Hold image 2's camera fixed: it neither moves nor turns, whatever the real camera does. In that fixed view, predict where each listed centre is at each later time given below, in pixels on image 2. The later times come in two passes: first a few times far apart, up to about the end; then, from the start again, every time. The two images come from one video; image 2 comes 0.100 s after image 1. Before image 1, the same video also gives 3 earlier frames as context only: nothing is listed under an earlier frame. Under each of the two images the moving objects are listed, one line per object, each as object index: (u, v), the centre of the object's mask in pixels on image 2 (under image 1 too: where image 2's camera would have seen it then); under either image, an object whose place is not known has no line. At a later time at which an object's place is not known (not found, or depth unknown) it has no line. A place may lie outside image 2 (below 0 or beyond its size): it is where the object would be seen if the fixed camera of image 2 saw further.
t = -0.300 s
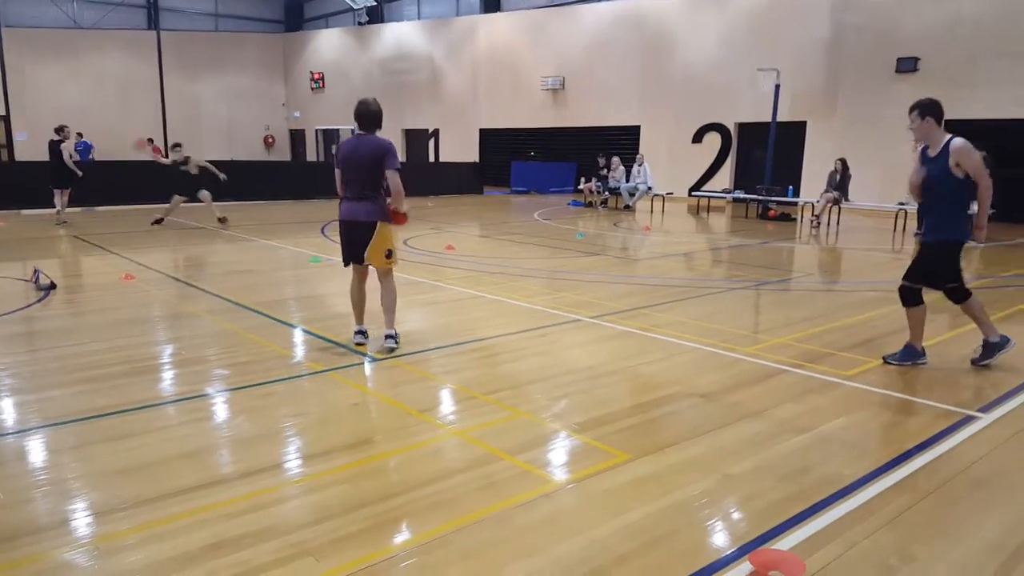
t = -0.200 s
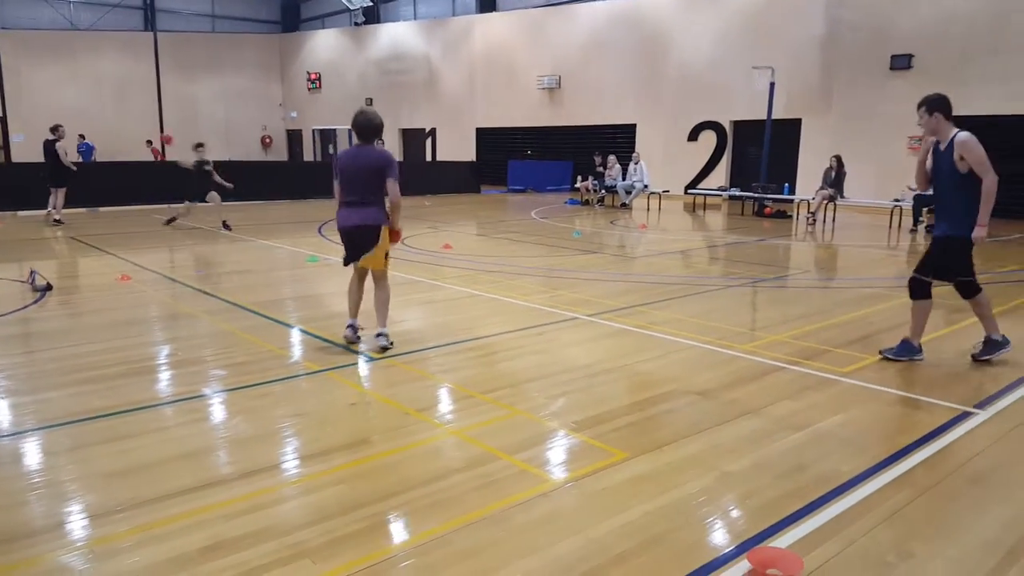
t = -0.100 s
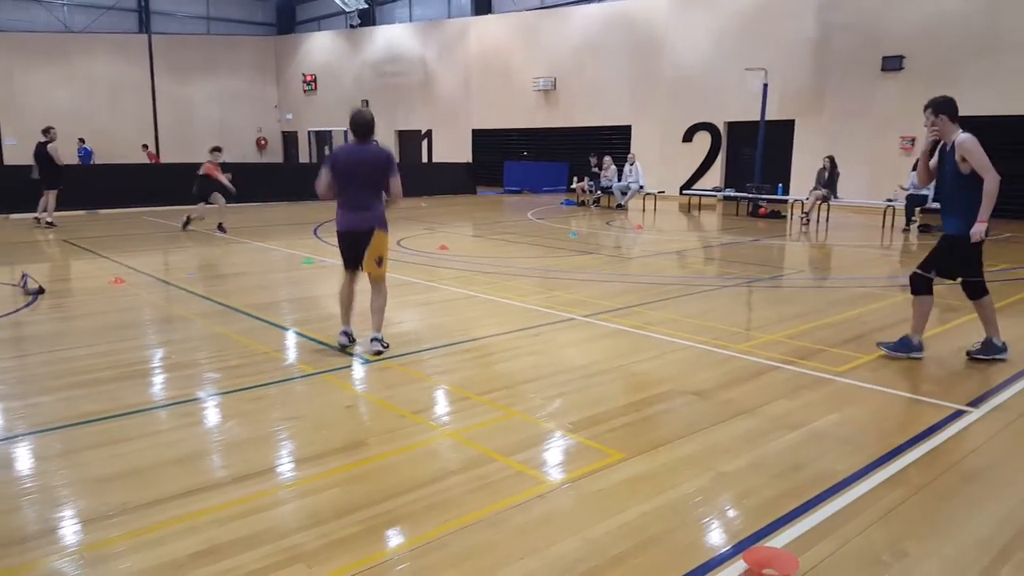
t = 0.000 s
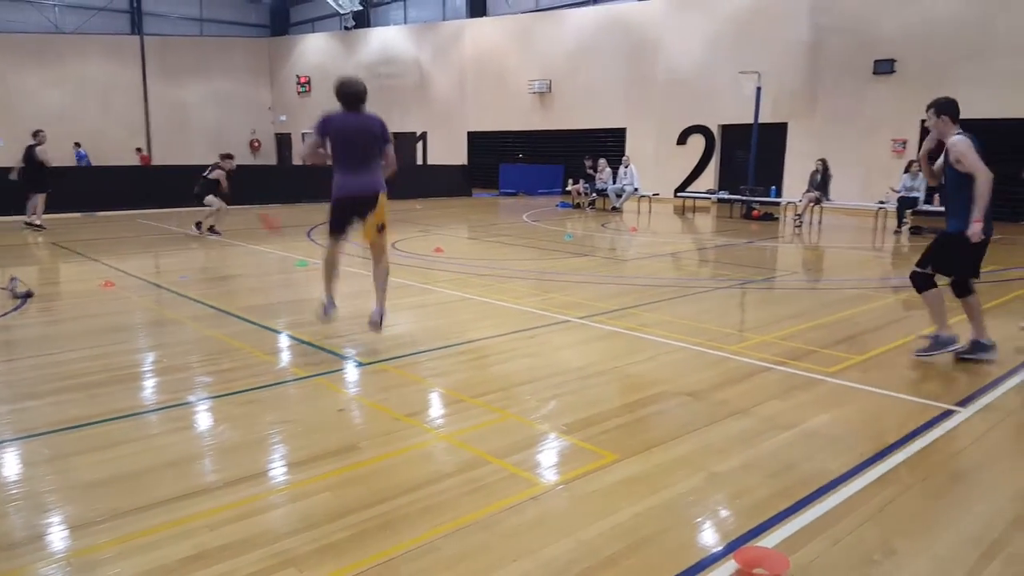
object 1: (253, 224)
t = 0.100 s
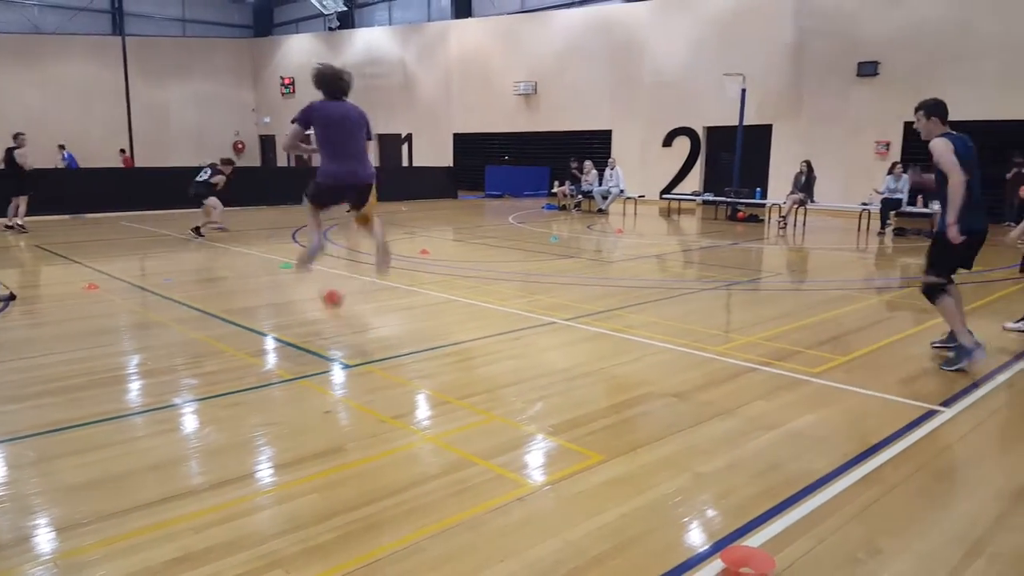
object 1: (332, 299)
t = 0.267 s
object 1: (416, 254)
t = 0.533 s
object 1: (641, 262)
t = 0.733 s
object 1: (1014, 450)
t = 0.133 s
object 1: (346, 290)
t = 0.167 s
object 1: (362, 280)
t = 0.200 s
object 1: (378, 270)
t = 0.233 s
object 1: (397, 261)
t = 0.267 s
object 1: (416, 254)
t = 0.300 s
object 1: (435, 248)
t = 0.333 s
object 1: (456, 245)
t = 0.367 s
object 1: (481, 242)
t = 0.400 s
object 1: (507, 241)
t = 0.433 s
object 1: (535, 243)
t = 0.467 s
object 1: (568, 247)
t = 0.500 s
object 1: (603, 253)
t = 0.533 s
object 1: (641, 262)
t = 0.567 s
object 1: (682, 273)
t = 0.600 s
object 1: (735, 297)
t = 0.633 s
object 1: (789, 320)
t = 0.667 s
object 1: (853, 352)
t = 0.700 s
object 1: (921, 388)
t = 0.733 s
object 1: (1014, 450)
